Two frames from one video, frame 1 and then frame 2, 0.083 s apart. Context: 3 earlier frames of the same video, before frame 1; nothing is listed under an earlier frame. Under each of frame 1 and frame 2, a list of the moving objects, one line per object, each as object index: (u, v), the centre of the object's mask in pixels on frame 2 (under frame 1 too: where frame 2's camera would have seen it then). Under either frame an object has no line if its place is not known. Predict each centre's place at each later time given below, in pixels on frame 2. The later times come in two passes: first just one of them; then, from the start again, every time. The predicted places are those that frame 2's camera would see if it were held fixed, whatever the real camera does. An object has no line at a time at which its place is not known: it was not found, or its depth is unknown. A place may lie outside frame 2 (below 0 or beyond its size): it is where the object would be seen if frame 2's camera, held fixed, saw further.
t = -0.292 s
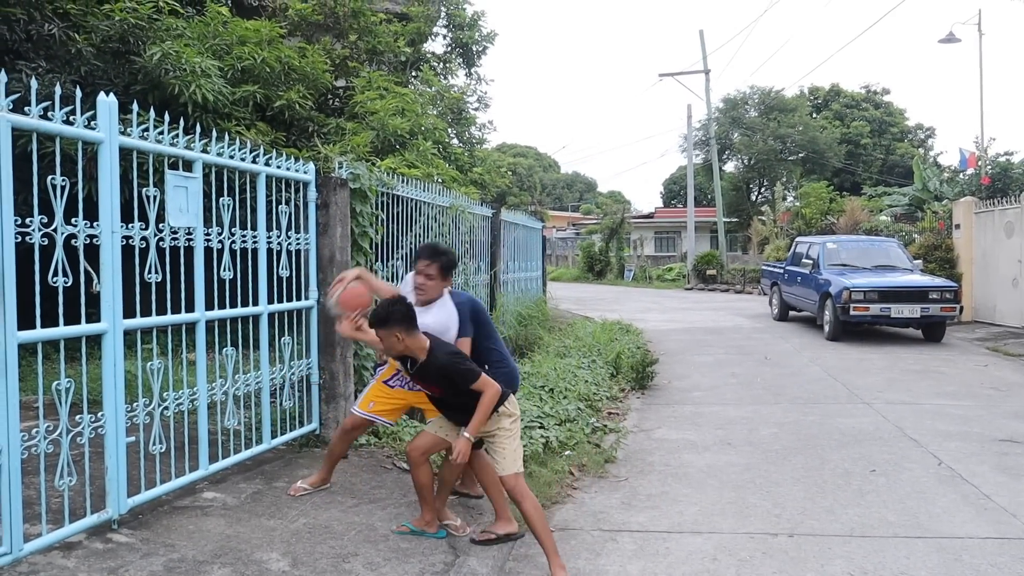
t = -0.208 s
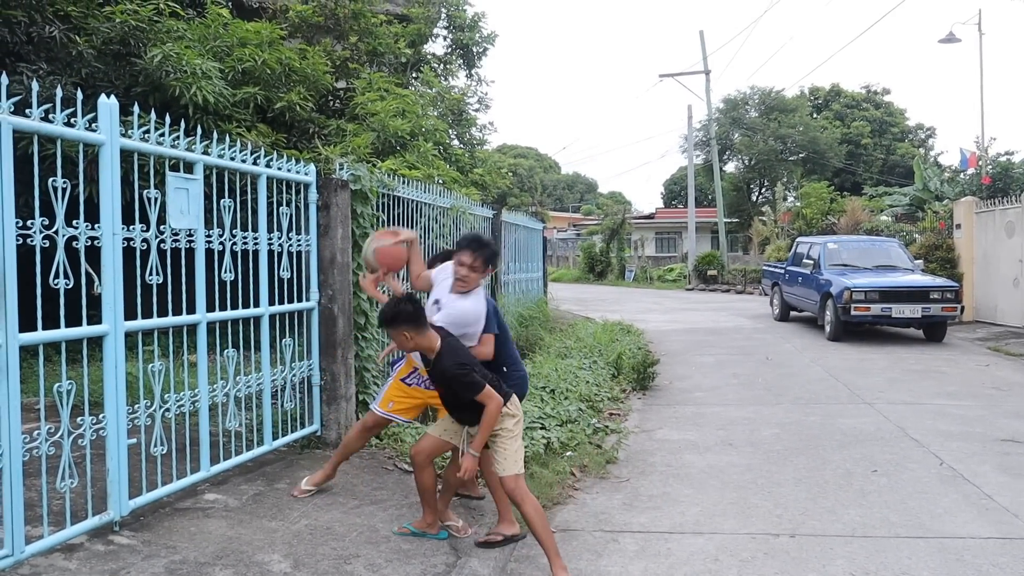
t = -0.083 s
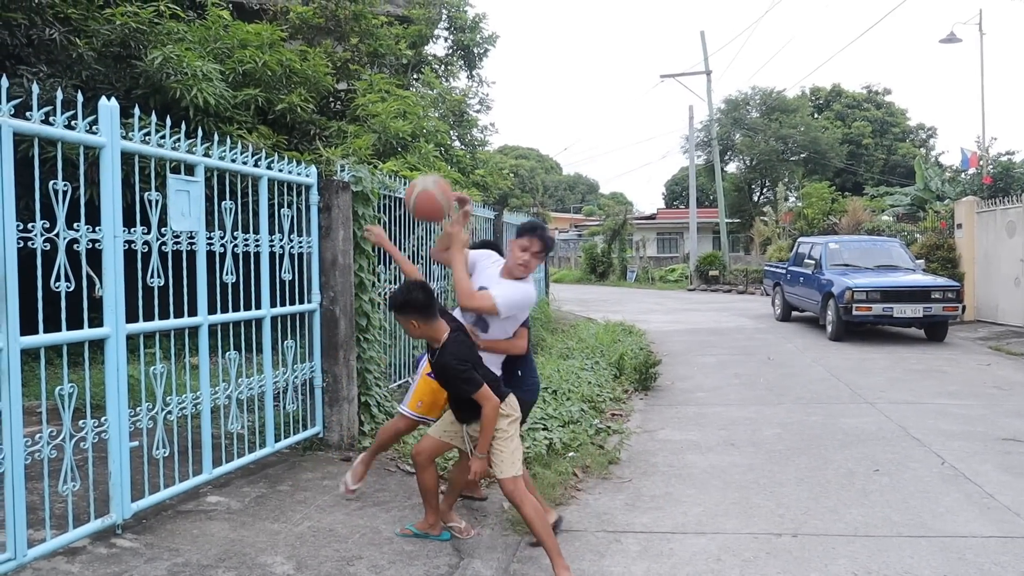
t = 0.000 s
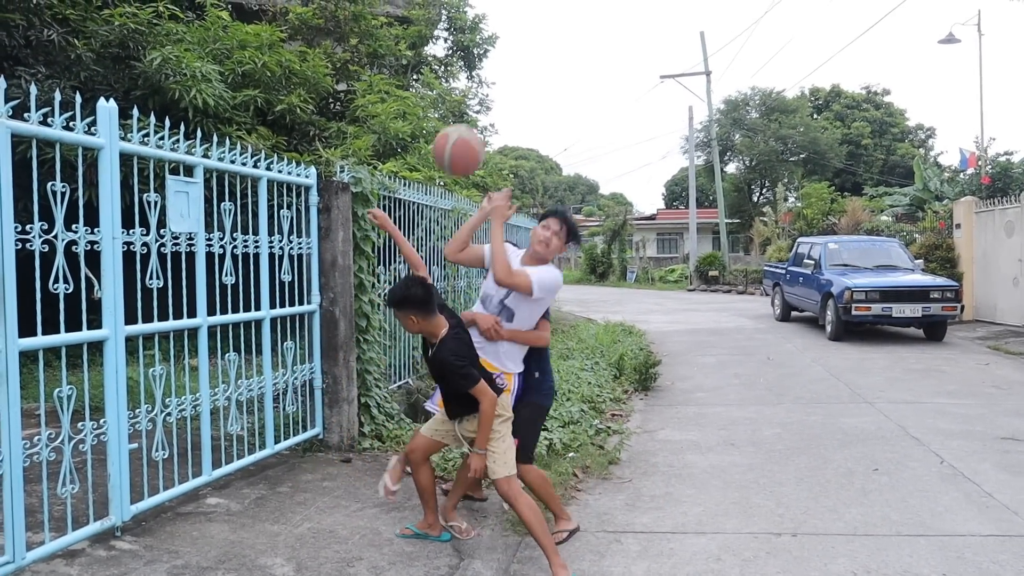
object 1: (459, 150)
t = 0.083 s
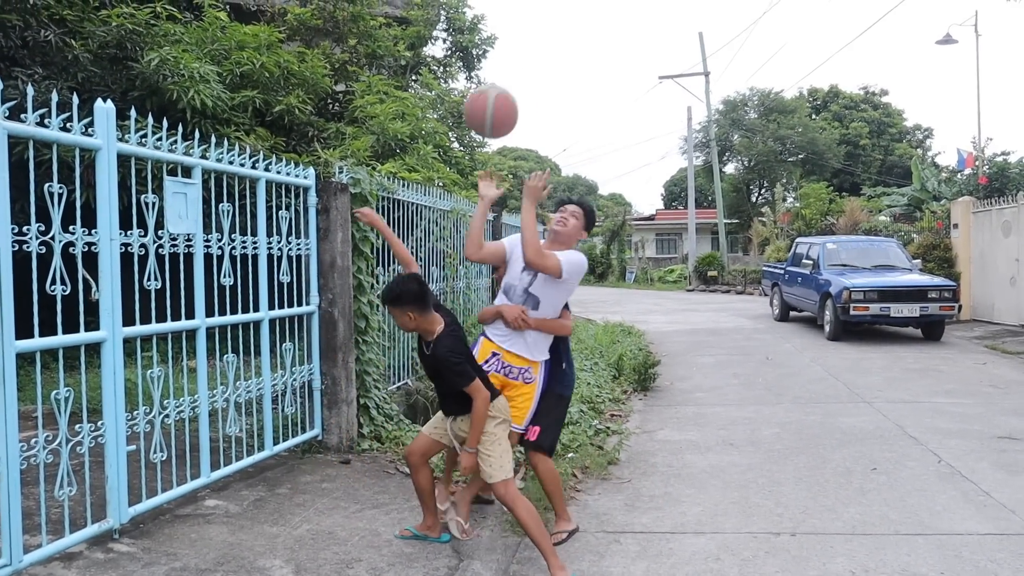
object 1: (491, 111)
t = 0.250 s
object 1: (574, 67)
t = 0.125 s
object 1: (509, 95)
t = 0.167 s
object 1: (528, 83)
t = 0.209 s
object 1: (549, 75)
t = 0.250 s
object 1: (574, 67)
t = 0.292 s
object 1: (600, 66)
